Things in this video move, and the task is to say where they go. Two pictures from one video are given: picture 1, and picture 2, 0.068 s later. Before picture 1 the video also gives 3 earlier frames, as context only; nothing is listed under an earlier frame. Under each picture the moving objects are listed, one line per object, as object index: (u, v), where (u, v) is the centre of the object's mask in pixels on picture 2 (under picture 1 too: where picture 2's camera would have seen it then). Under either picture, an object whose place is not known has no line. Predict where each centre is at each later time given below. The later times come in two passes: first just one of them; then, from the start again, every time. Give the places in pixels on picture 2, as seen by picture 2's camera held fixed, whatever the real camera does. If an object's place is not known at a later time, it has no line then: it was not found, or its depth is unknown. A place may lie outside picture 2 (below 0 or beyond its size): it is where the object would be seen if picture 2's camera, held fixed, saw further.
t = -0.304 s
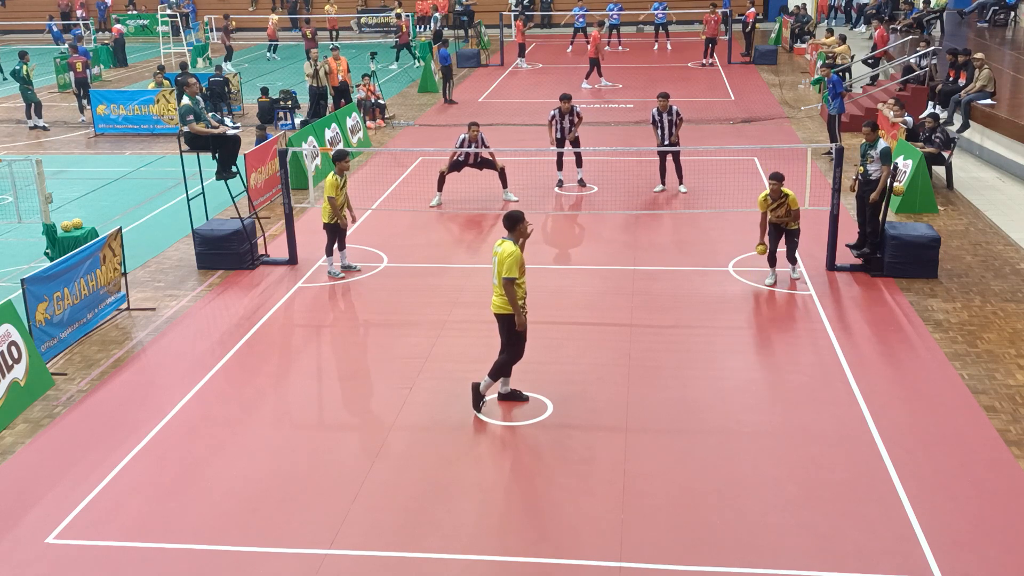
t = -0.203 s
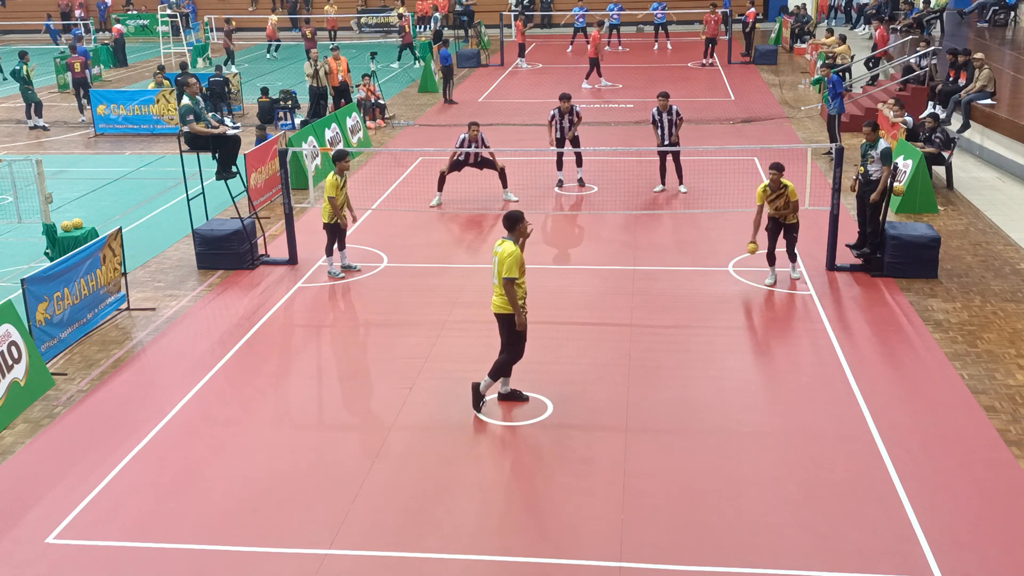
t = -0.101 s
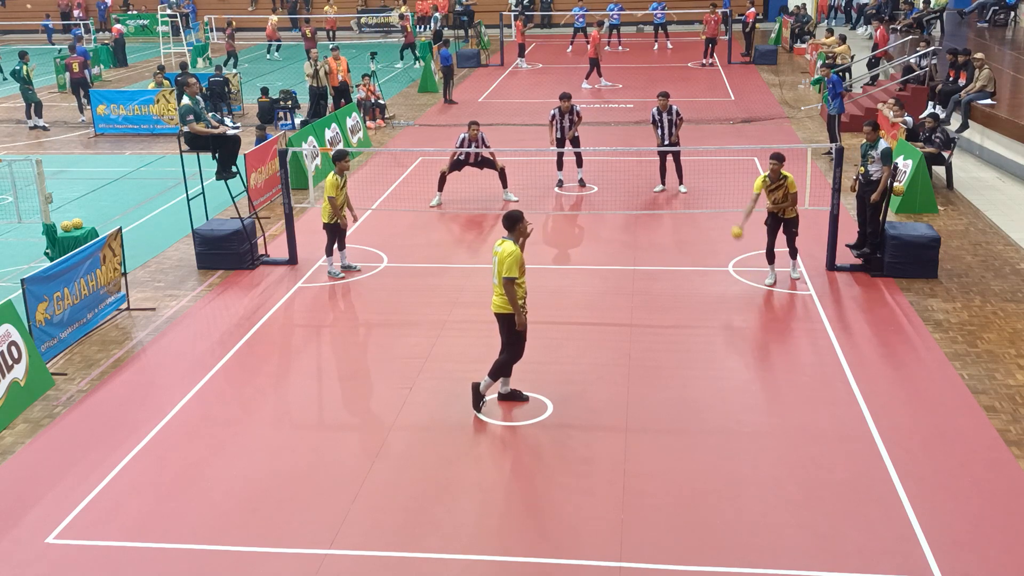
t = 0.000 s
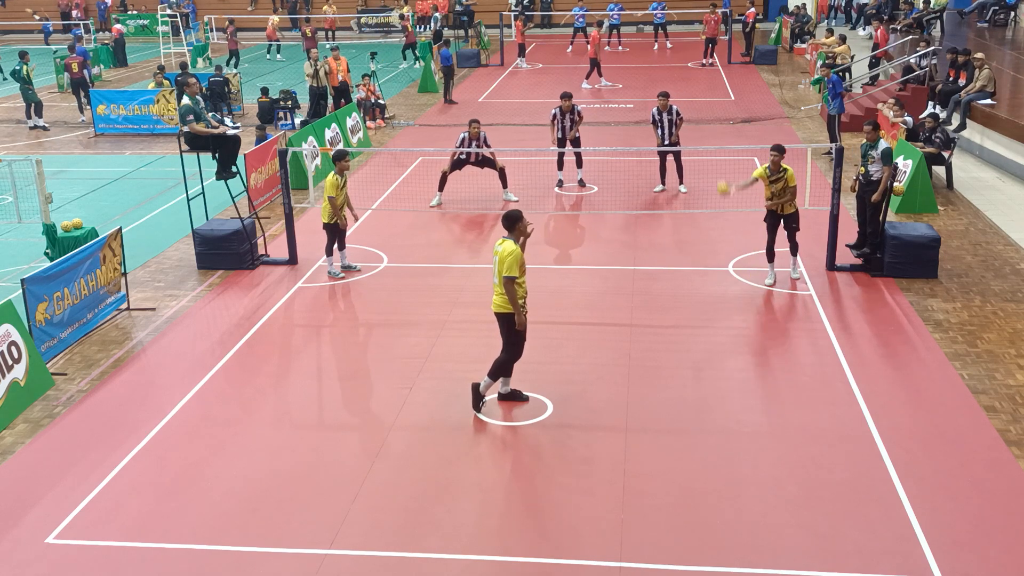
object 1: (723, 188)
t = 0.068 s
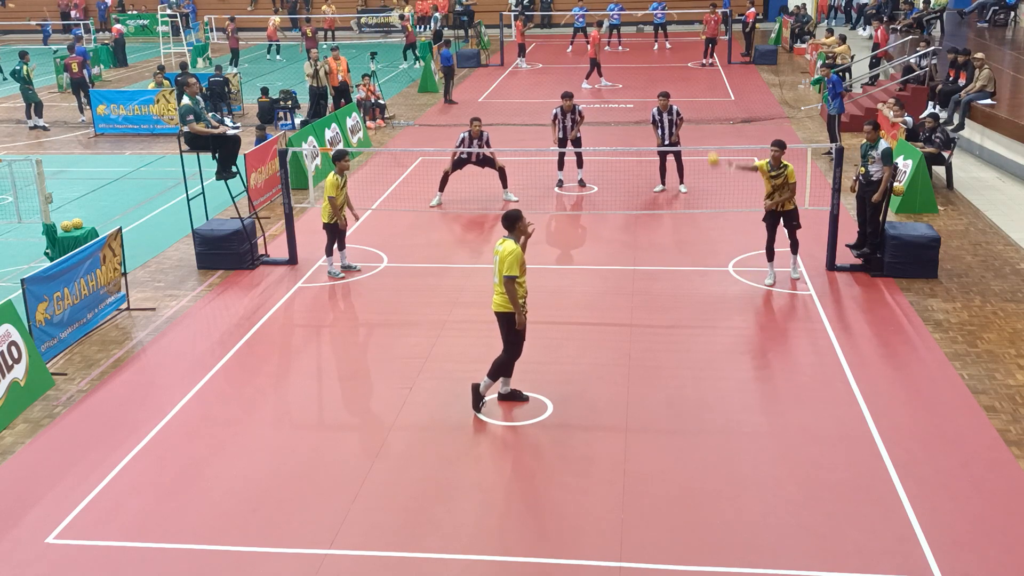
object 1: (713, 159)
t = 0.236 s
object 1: (688, 100)
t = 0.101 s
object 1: (708, 145)
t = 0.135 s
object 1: (703, 132)
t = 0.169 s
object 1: (698, 121)
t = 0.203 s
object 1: (693, 109)
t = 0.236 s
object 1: (688, 100)
